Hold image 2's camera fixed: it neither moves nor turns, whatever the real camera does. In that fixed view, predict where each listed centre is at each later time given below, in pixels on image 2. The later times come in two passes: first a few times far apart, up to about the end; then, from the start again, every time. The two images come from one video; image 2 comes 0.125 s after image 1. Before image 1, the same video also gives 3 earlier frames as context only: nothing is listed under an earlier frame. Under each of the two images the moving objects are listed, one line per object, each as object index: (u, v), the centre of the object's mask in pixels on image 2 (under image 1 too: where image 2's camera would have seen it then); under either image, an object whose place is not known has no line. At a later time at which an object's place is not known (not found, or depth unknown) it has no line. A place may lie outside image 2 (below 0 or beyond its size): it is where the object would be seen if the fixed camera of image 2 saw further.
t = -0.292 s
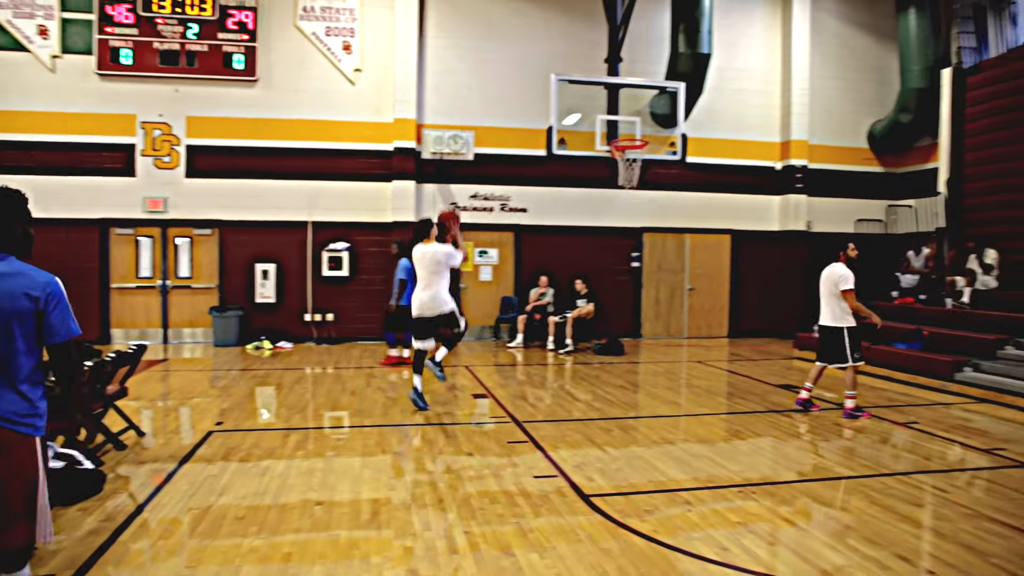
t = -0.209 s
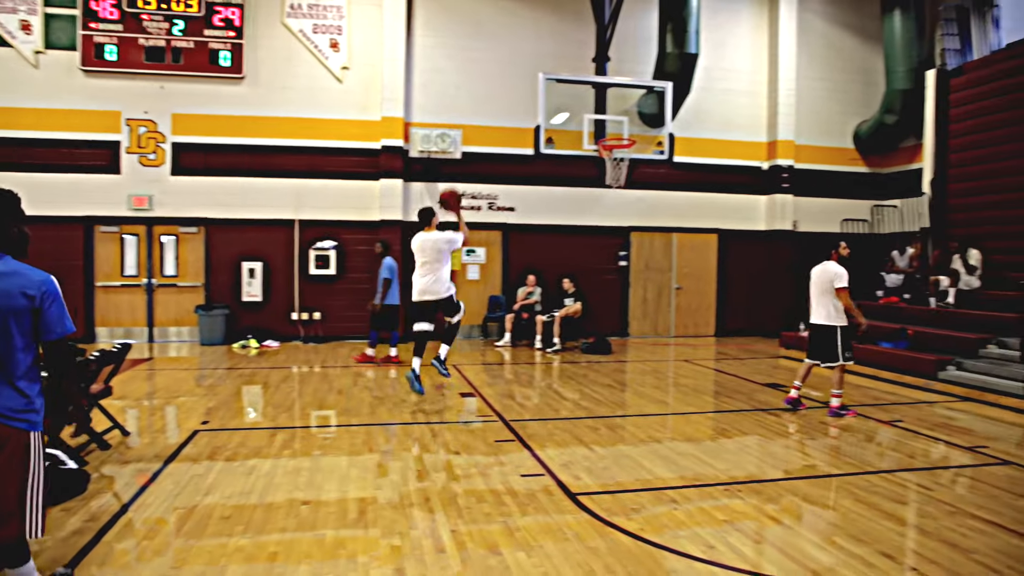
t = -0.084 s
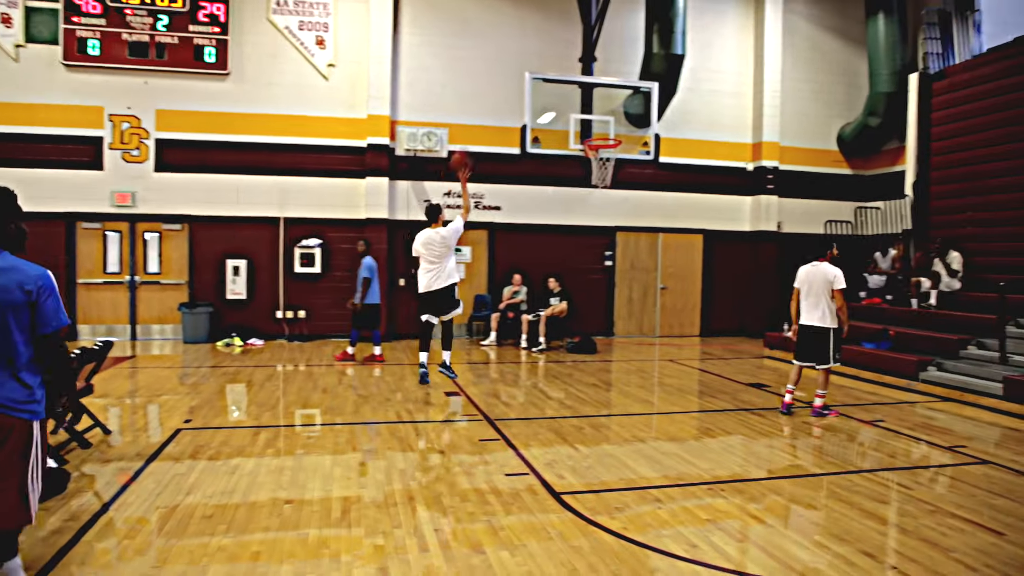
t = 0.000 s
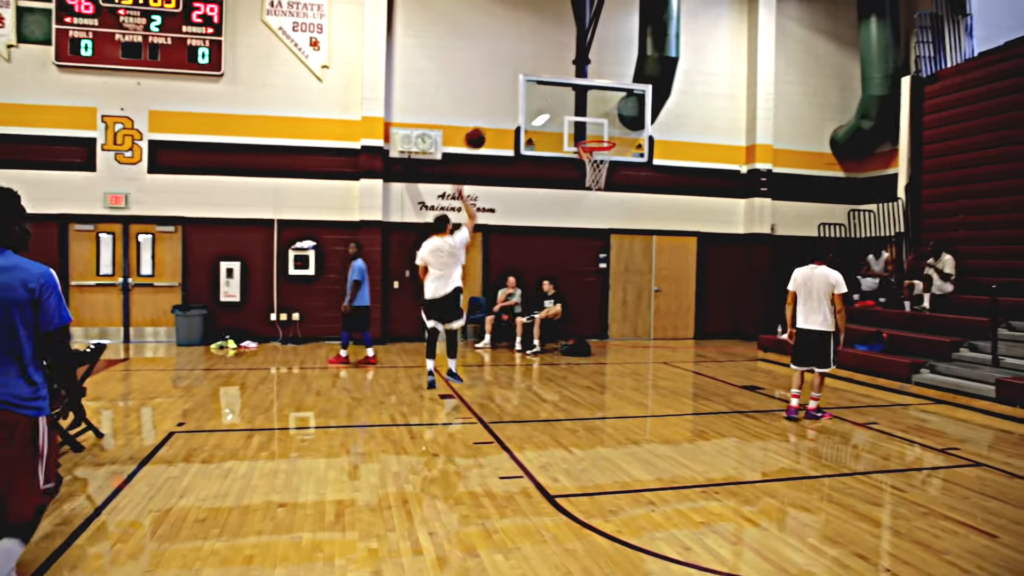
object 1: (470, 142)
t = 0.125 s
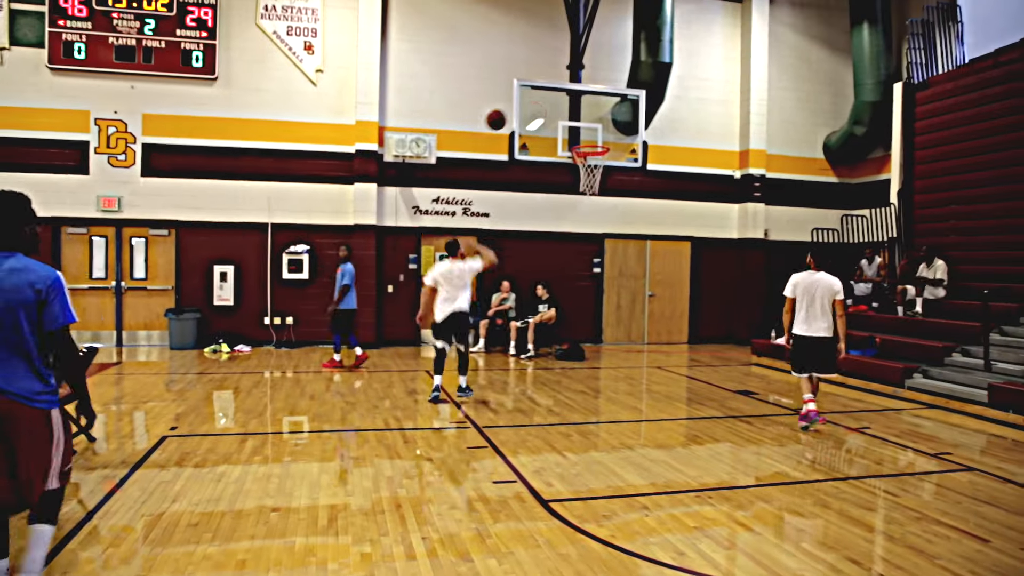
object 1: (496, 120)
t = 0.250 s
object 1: (520, 111)
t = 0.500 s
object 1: (561, 129)
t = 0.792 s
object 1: (604, 172)
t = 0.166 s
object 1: (504, 115)
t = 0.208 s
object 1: (512, 113)
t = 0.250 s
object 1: (520, 111)
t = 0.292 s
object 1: (528, 111)
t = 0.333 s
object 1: (535, 112)
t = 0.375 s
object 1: (542, 114)
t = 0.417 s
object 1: (549, 118)
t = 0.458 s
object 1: (555, 123)
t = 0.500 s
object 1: (561, 129)
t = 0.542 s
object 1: (570, 135)
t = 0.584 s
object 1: (574, 138)
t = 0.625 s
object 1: (581, 140)
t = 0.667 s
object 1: (587, 150)
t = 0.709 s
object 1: (596, 157)
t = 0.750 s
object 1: (600, 164)
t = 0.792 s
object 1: (604, 172)
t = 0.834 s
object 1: (604, 173)
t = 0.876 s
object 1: (604, 175)
